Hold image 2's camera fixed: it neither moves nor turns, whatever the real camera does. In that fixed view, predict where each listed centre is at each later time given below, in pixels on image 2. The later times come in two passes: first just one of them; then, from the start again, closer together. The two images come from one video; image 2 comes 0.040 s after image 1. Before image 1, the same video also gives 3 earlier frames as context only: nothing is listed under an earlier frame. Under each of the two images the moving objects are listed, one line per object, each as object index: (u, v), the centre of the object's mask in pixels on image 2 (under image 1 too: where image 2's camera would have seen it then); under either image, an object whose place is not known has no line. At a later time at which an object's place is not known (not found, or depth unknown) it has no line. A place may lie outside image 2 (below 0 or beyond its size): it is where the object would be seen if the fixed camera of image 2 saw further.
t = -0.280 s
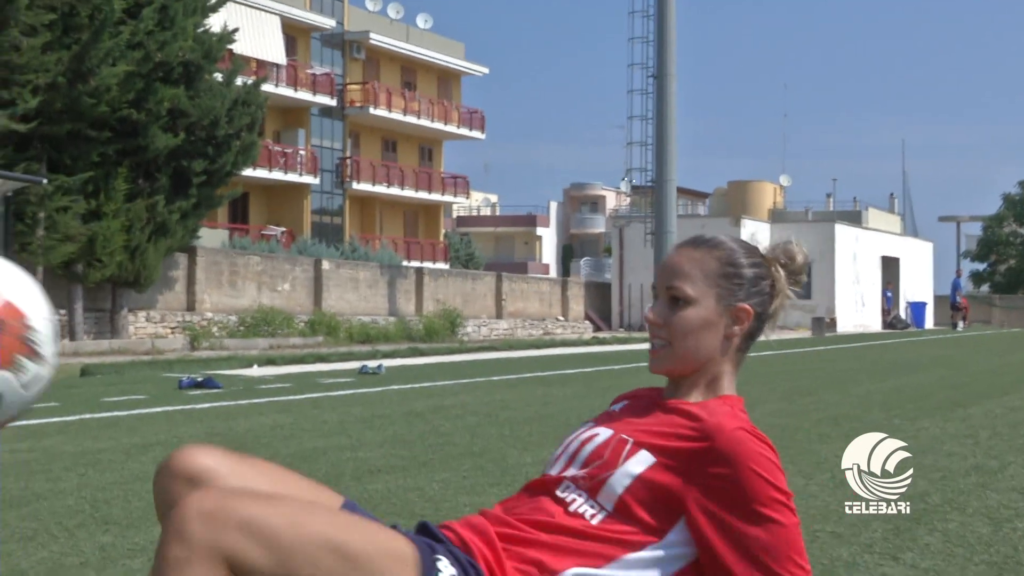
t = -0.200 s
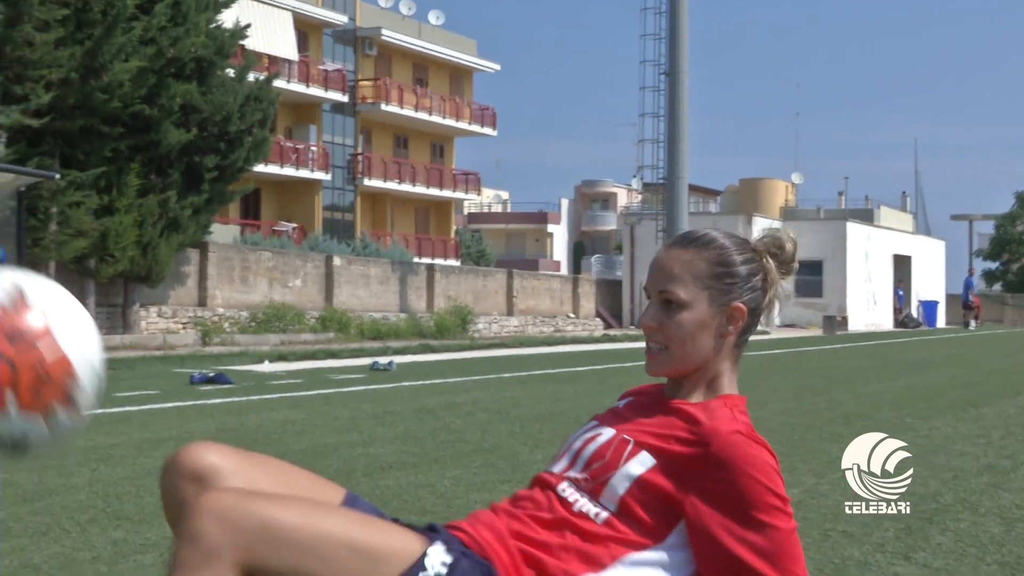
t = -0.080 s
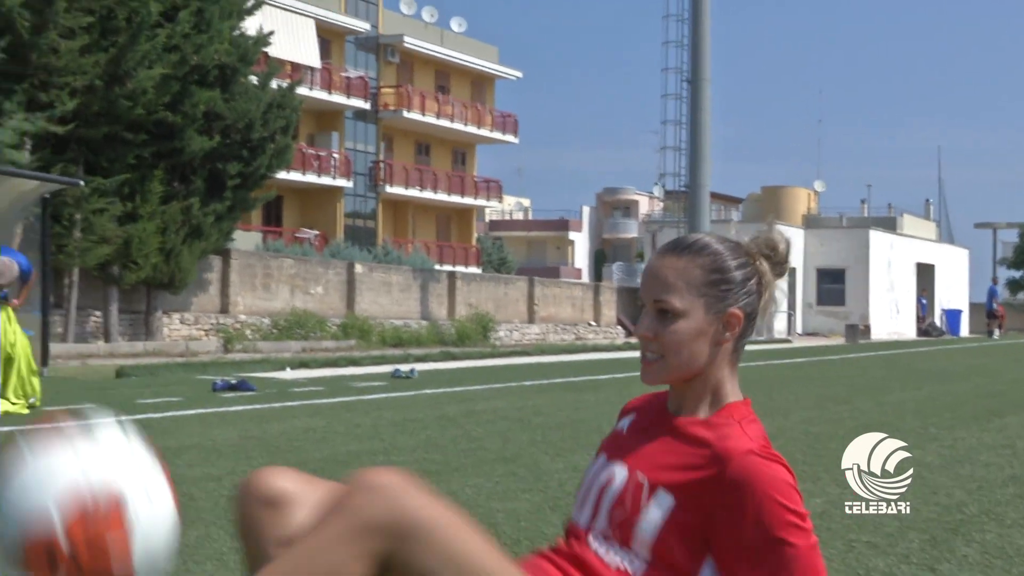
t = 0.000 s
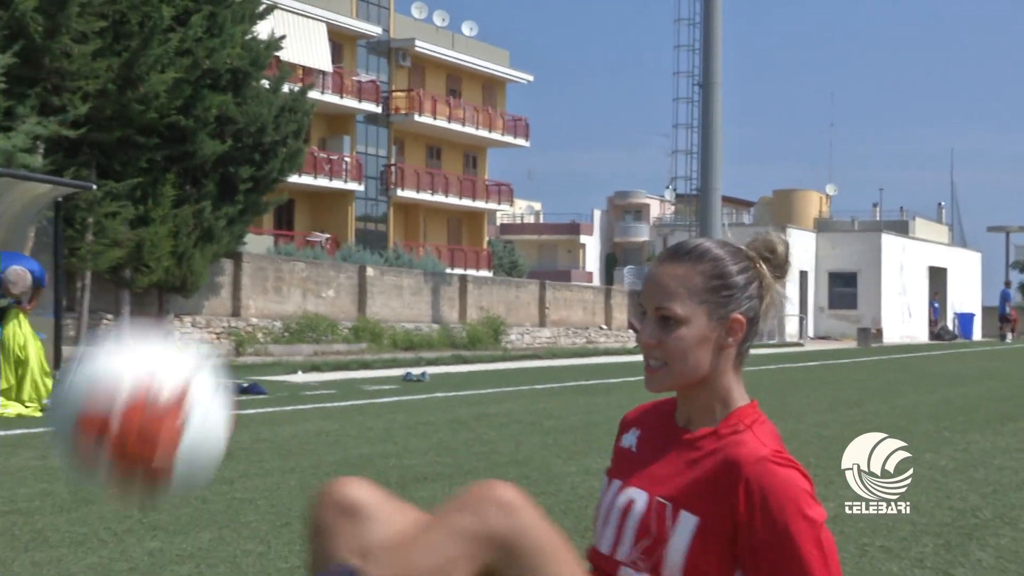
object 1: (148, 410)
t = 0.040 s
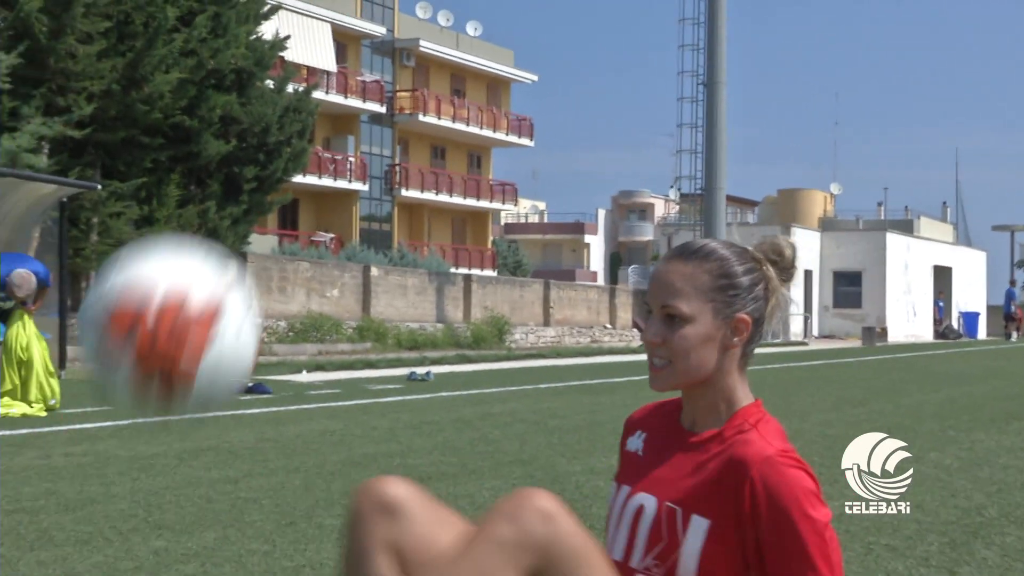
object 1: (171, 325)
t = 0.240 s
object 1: (280, 100)
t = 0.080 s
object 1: (195, 253)
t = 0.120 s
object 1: (217, 199)
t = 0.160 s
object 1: (241, 152)
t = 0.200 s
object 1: (262, 118)
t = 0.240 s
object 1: (280, 100)
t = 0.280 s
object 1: (300, 91)
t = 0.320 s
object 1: (320, 95)
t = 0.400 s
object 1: (361, 134)
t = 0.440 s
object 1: (379, 175)
